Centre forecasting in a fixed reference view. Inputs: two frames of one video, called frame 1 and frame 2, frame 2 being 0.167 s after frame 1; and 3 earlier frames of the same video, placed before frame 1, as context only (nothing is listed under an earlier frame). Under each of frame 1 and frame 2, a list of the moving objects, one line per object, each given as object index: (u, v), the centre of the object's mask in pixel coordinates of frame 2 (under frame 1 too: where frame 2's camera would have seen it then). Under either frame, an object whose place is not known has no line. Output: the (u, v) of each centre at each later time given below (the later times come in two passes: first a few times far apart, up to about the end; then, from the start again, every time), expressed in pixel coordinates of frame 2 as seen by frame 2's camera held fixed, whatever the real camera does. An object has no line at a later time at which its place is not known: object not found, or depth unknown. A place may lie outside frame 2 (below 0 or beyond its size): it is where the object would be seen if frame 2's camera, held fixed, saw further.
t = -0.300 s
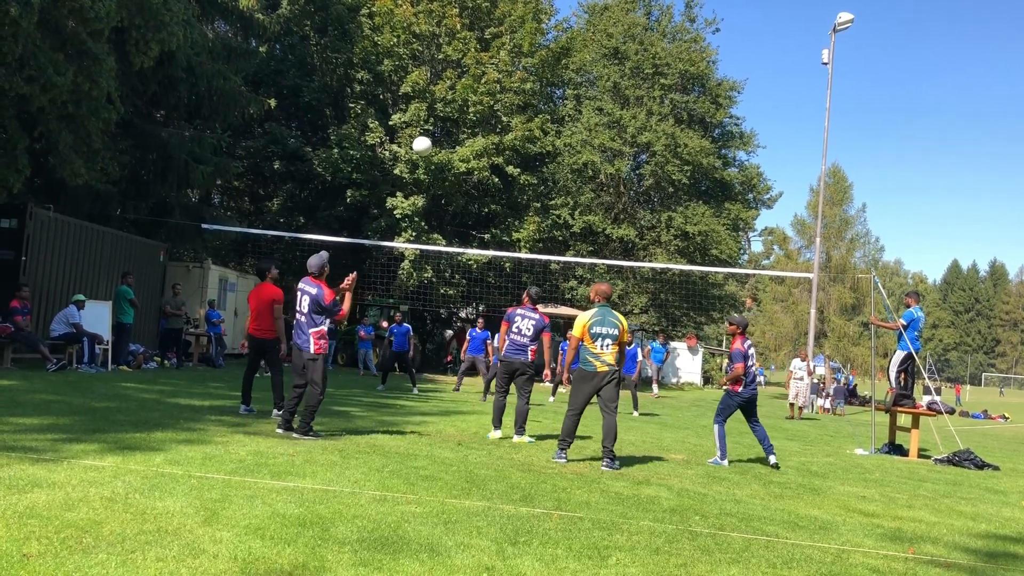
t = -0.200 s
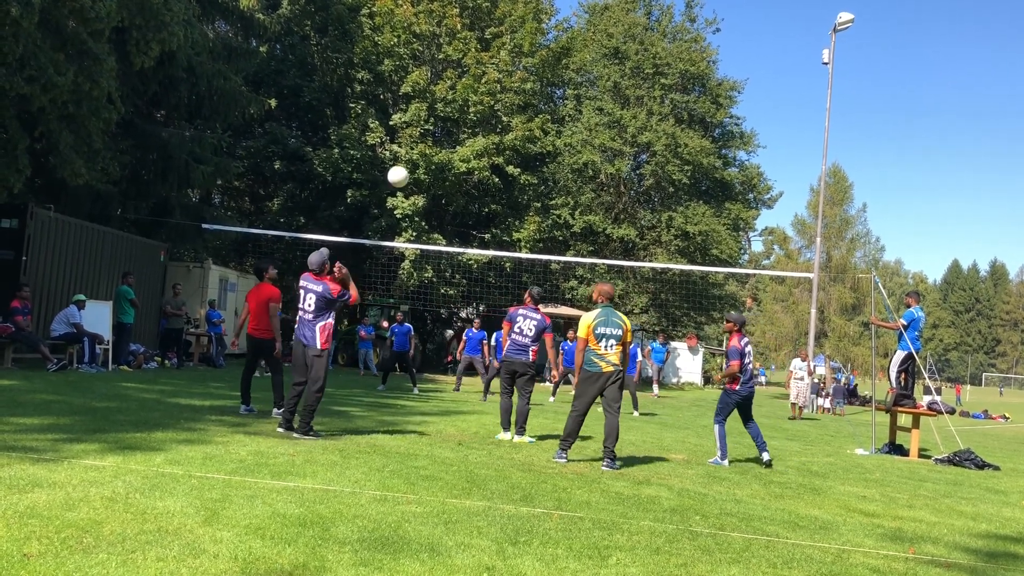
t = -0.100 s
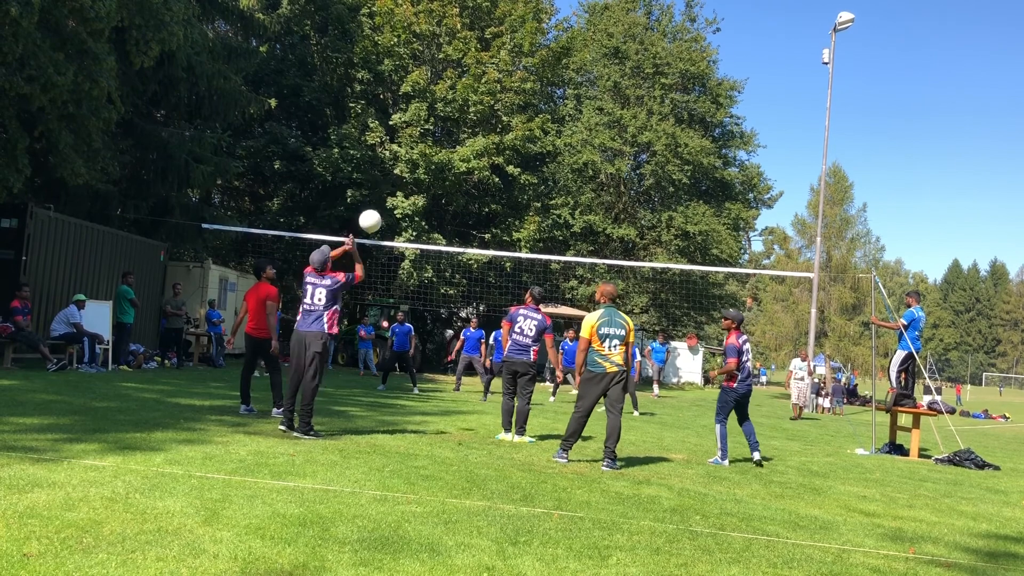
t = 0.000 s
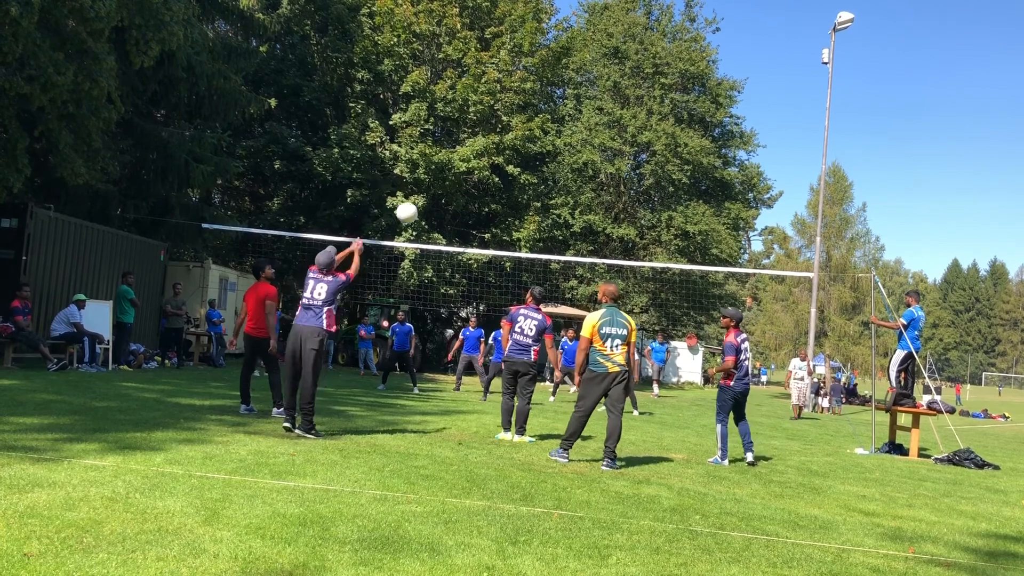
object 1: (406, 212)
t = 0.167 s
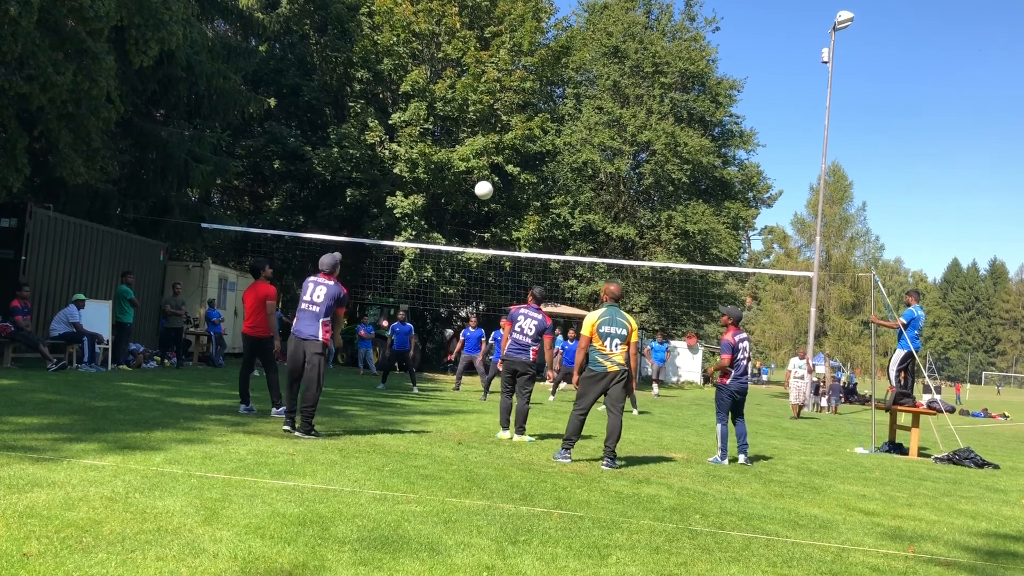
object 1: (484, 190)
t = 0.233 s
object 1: (508, 189)
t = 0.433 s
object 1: (568, 204)
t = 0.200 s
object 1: (496, 189)
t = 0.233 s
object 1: (508, 189)
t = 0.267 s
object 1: (520, 190)
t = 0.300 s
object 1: (530, 191)
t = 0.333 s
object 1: (541, 194)
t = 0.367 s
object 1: (550, 197)
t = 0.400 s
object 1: (559, 201)
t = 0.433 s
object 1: (568, 204)
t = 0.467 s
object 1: (576, 210)
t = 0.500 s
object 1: (584, 215)
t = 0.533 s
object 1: (591, 221)
